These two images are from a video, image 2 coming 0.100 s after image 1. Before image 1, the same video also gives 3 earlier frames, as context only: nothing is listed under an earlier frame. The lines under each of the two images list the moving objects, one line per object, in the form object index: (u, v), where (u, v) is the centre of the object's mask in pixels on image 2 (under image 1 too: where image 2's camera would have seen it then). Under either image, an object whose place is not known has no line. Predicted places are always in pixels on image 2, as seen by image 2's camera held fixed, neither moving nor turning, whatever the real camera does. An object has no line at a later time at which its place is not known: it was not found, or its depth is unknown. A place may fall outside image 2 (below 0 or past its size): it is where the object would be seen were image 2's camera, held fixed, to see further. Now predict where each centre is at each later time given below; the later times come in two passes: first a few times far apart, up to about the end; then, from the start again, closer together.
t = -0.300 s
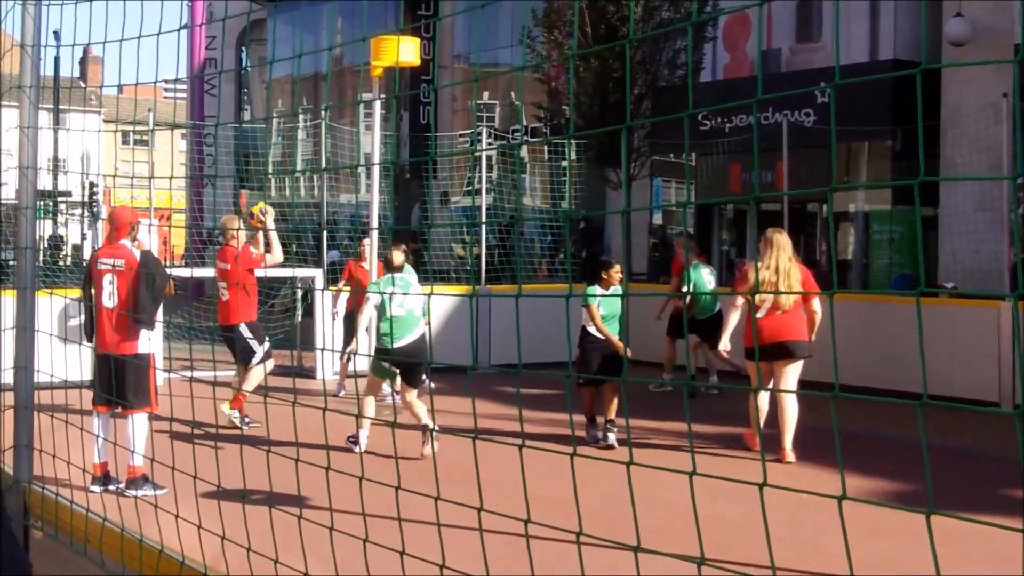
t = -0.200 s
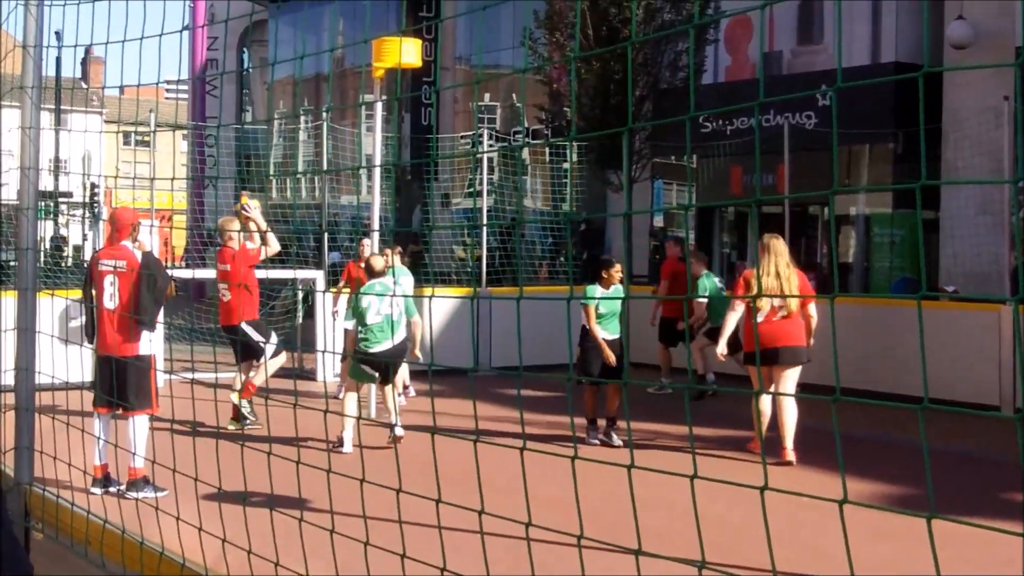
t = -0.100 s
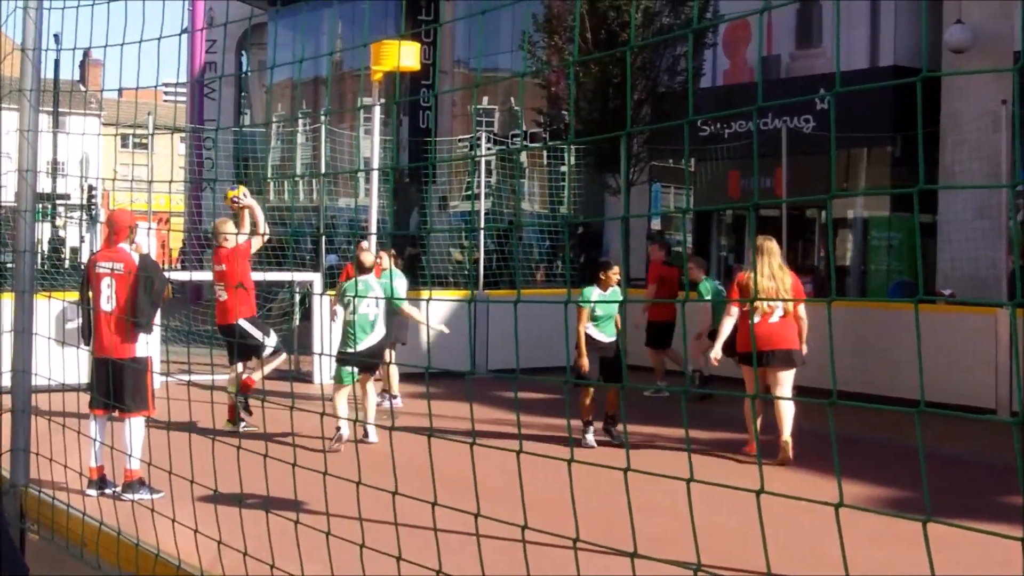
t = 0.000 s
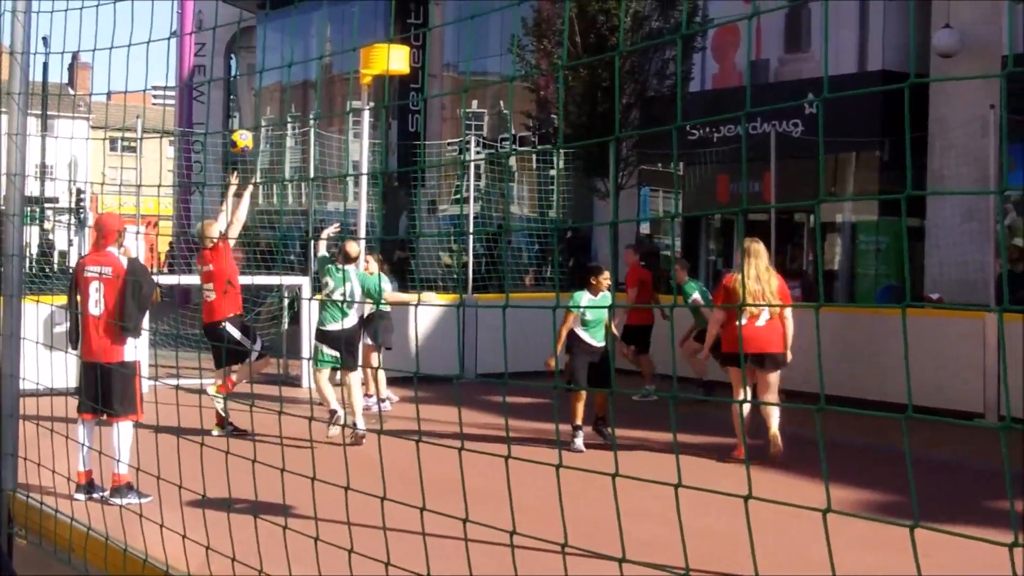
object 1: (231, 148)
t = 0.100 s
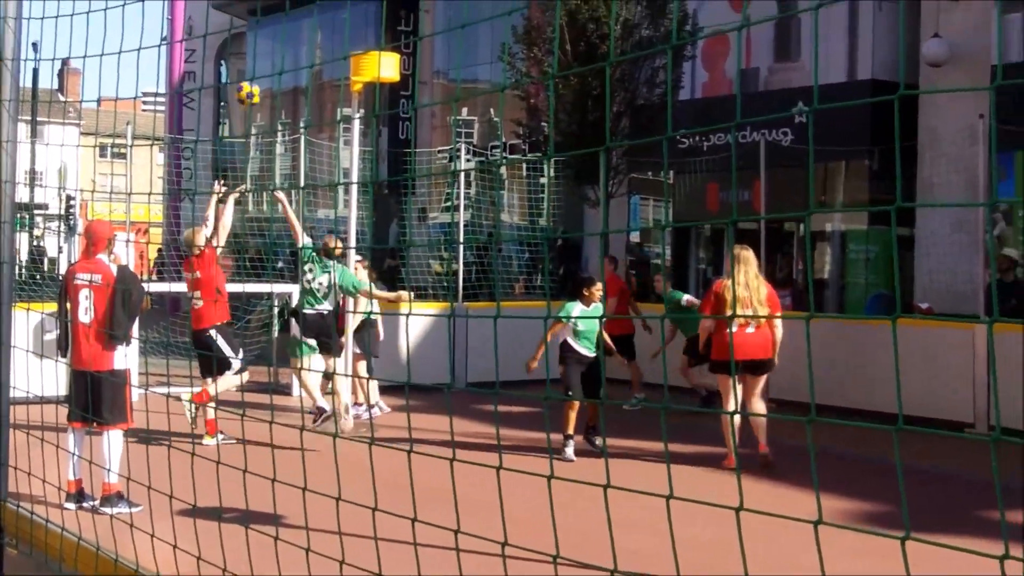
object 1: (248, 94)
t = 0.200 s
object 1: (265, 51)
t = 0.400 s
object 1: (296, 0)
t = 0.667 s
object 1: (337, 2)
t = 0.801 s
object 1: (357, 31)
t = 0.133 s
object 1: (253, 78)
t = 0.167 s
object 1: (259, 63)
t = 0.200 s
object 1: (265, 51)
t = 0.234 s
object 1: (270, 40)
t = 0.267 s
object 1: (275, 29)
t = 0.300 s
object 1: (281, 20)
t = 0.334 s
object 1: (286, 12)
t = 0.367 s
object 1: (291, 5)
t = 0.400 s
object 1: (296, 0)
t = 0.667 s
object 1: (337, 2)
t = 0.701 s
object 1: (342, 7)
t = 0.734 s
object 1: (347, 14)
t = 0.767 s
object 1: (352, 22)
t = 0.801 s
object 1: (357, 31)
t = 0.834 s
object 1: (362, 41)
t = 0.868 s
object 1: (360, 38)
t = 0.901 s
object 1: (358, 34)
